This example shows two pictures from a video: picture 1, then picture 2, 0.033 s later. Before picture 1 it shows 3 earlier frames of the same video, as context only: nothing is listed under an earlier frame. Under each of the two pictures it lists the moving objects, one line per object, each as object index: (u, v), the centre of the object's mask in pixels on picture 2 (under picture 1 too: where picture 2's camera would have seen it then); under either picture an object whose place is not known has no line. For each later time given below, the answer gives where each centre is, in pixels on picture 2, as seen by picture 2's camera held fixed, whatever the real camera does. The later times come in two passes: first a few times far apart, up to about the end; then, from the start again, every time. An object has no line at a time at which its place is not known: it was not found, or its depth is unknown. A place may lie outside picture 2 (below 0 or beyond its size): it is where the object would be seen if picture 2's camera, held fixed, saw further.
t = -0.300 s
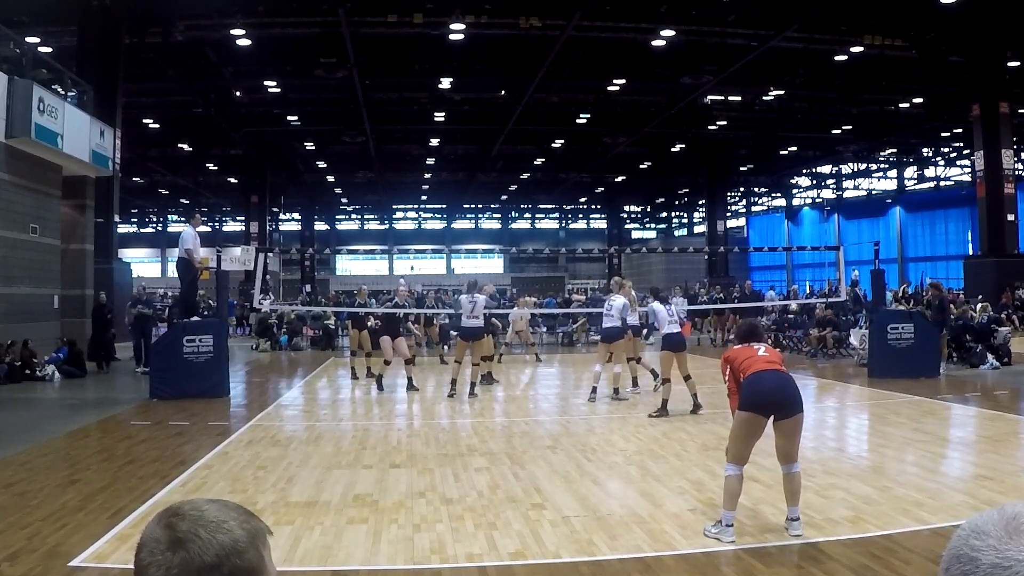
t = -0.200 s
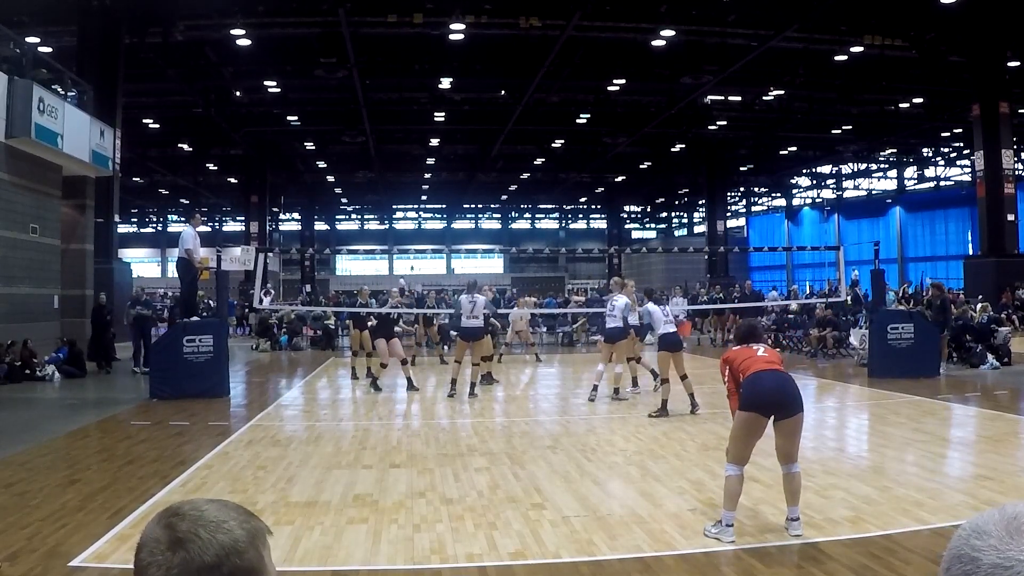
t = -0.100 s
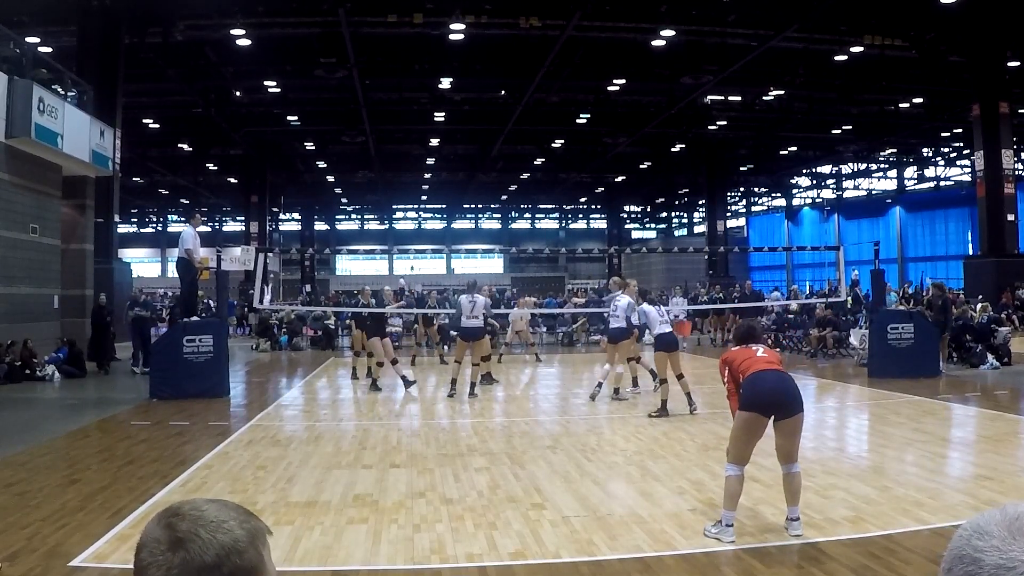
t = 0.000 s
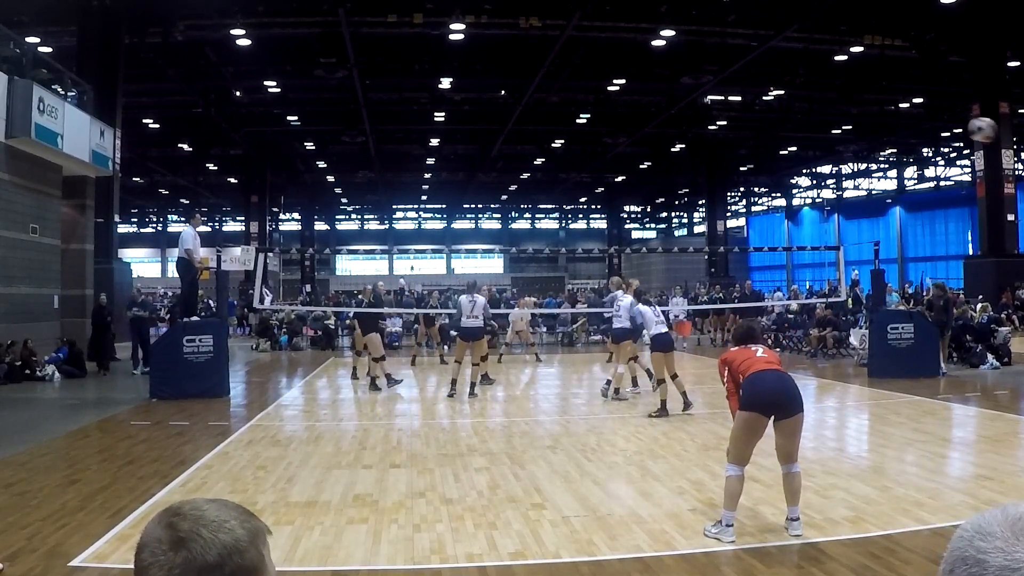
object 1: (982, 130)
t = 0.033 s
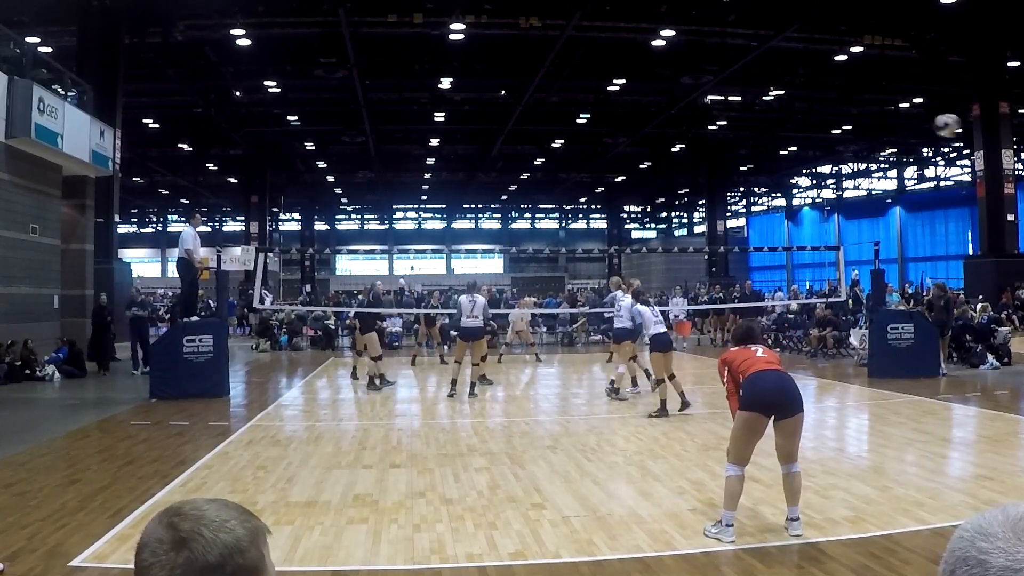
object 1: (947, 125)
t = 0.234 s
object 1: (795, 129)
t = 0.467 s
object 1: (688, 165)
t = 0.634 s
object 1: (636, 202)
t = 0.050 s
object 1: (931, 124)
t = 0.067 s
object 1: (916, 123)
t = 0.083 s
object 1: (902, 122)
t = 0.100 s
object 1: (888, 122)
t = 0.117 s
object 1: (874, 122)
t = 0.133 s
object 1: (862, 121)
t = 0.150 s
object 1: (849, 122)
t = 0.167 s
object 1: (838, 123)
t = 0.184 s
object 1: (826, 124)
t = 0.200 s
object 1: (816, 125)
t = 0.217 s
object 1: (805, 127)
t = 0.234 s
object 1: (795, 129)
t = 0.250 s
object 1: (786, 131)
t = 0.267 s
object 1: (776, 133)
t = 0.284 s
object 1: (767, 135)
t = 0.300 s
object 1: (758, 137)
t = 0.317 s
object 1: (751, 139)
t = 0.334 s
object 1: (743, 141)
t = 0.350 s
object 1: (735, 144)
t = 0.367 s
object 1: (728, 146)
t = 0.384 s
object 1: (720, 149)
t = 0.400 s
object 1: (713, 152)
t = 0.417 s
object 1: (707, 155)
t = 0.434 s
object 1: (700, 158)
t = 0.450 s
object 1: (693, 161)
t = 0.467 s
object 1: (688, 165)
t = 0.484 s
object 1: (682, 168)
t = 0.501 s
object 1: (676, 172)
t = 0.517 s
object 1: (671, 175)
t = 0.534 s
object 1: (665, 179)
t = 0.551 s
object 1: (660, 183)
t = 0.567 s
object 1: (655, 187)
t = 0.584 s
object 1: (650, 191)
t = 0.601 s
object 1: (645, 195)
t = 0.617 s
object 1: (640, 199)
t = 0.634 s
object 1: (636, 202)
